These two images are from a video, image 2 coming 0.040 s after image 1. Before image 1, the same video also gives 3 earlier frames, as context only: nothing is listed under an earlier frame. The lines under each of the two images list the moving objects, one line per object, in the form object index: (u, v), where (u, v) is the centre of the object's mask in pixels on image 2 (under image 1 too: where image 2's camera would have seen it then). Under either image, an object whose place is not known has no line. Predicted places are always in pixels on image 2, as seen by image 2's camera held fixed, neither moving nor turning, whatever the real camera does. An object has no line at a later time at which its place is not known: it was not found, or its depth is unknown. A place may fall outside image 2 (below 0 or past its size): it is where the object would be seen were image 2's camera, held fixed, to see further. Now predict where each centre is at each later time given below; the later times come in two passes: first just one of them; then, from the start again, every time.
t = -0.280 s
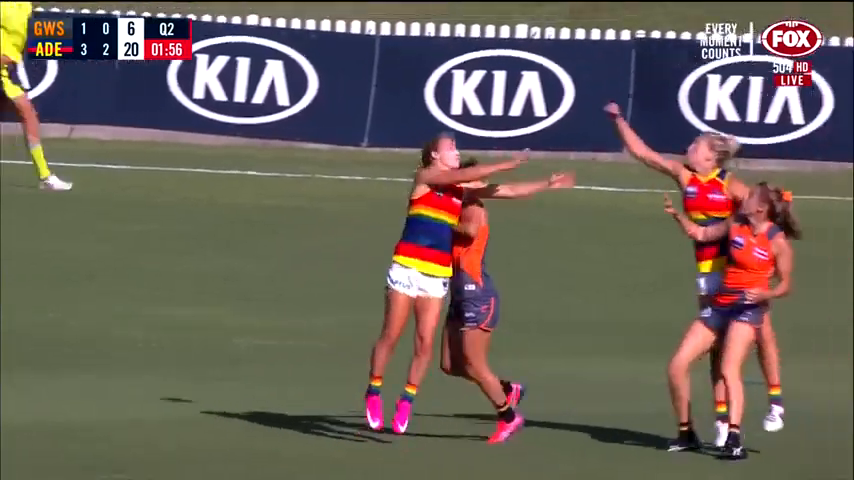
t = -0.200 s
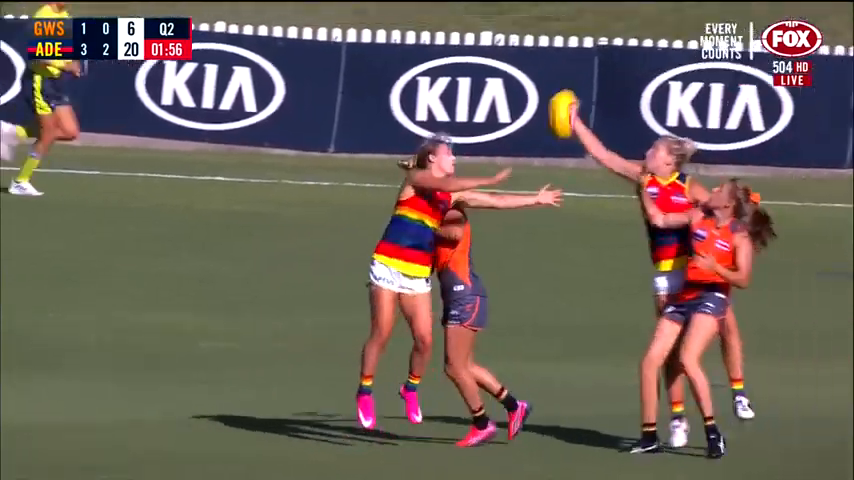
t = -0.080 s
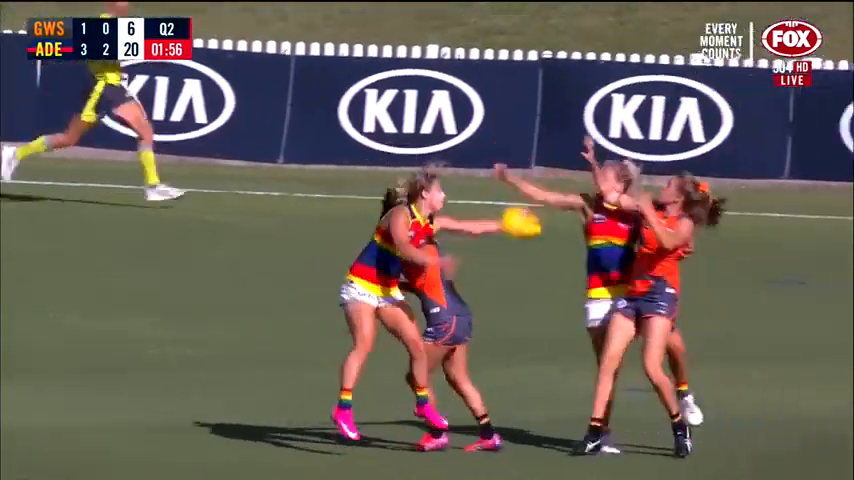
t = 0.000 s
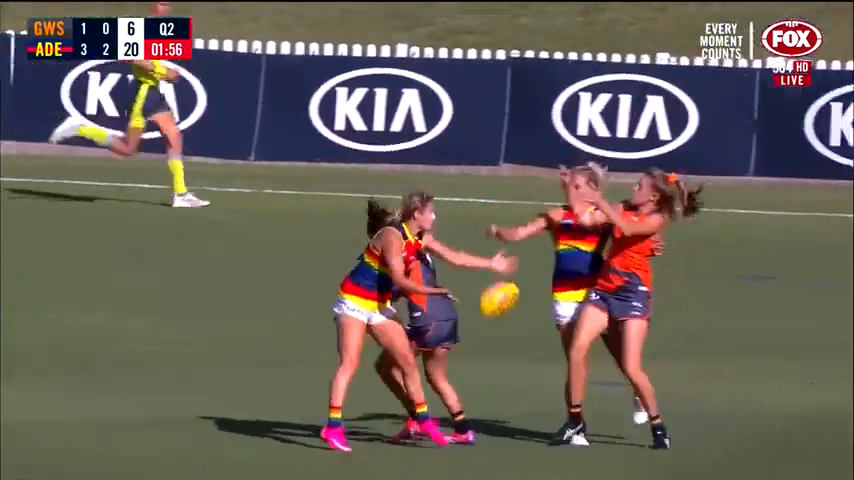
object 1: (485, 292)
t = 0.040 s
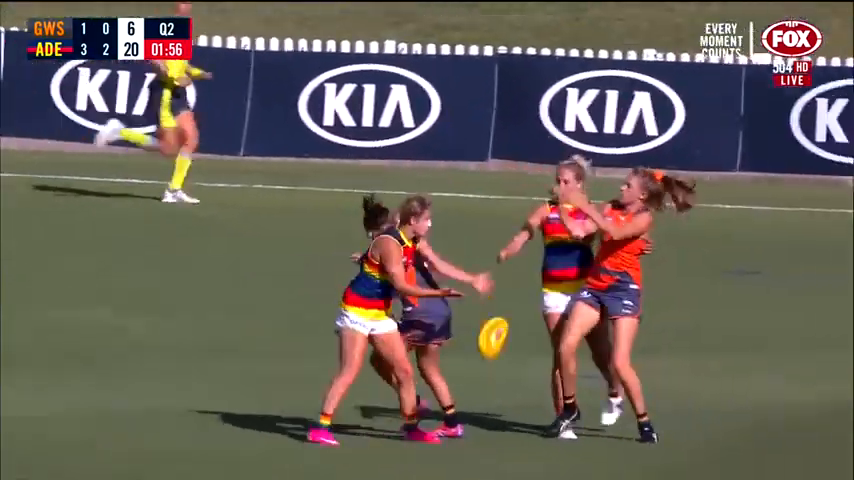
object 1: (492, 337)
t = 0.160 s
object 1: (499, 439)
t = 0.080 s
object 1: (498, 383)
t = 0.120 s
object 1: (508, 433)
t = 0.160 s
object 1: (499, 439)
